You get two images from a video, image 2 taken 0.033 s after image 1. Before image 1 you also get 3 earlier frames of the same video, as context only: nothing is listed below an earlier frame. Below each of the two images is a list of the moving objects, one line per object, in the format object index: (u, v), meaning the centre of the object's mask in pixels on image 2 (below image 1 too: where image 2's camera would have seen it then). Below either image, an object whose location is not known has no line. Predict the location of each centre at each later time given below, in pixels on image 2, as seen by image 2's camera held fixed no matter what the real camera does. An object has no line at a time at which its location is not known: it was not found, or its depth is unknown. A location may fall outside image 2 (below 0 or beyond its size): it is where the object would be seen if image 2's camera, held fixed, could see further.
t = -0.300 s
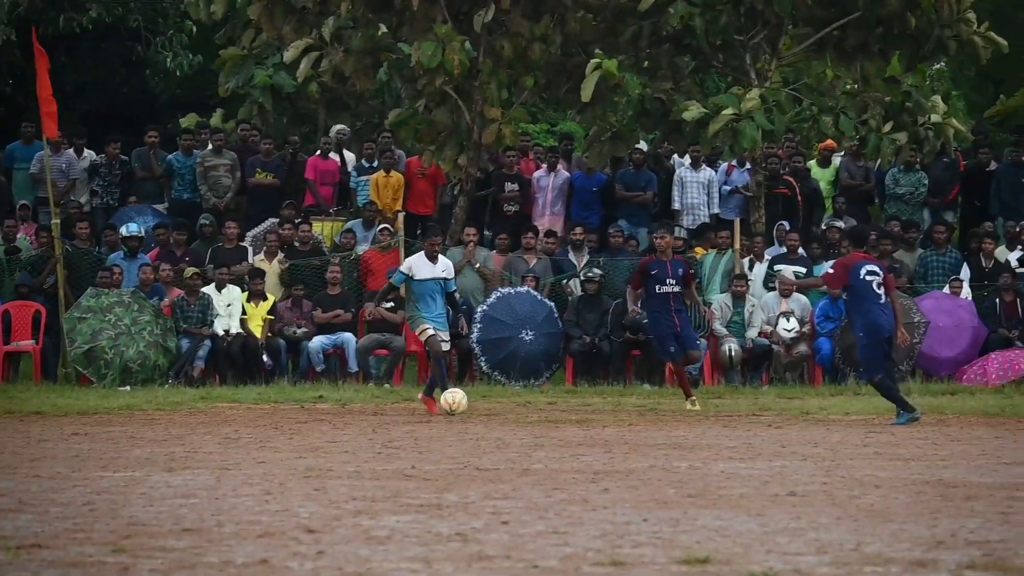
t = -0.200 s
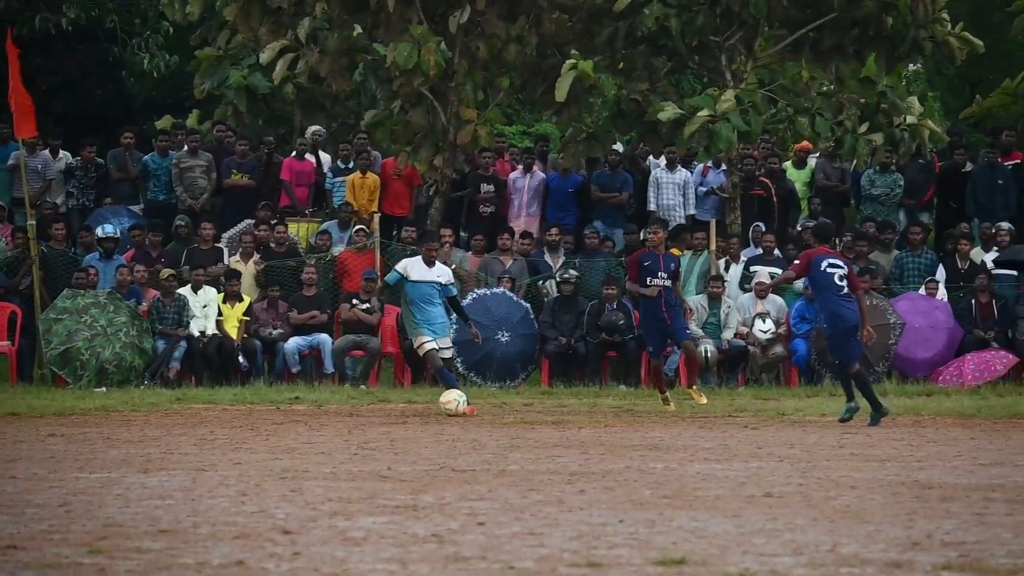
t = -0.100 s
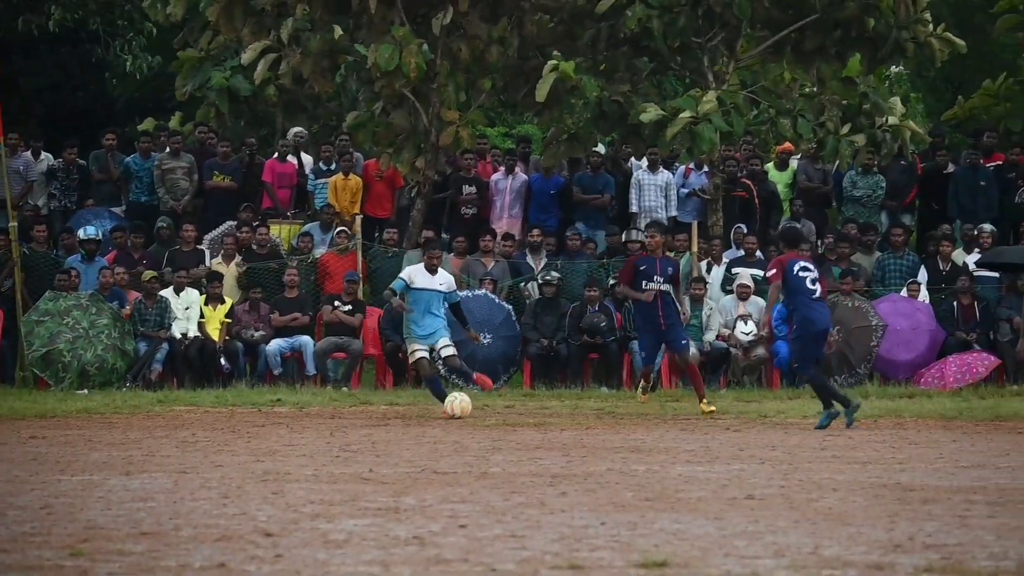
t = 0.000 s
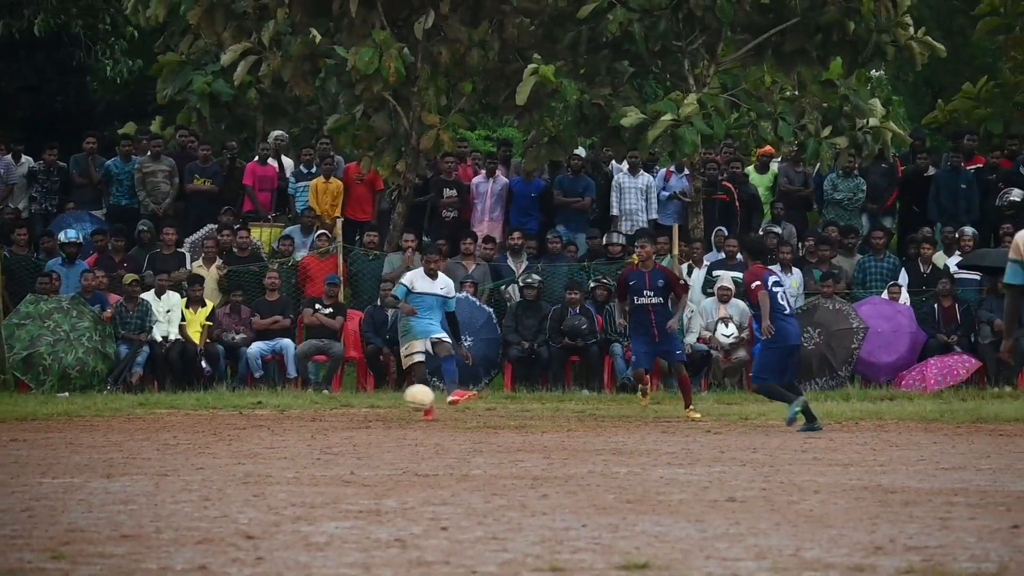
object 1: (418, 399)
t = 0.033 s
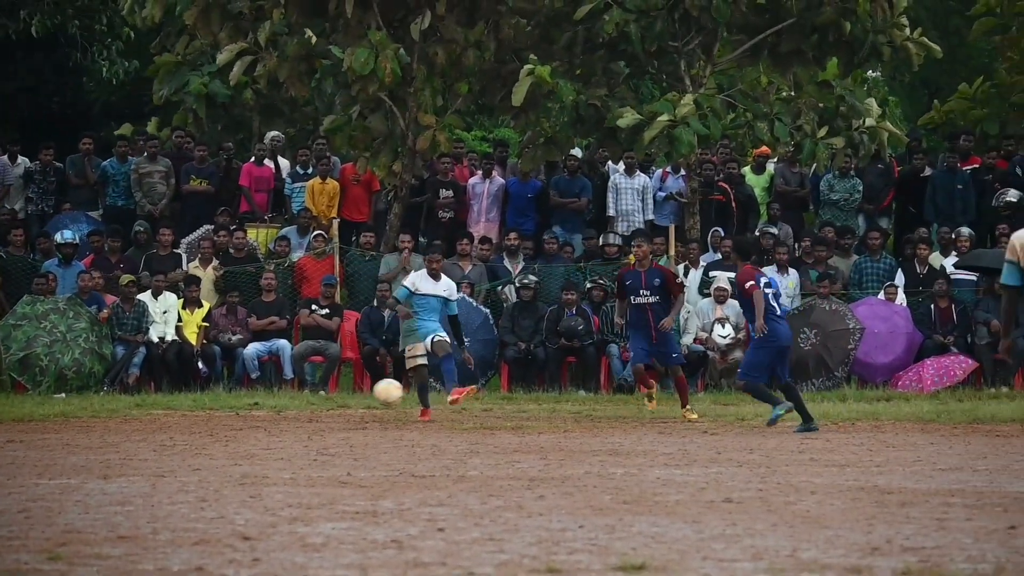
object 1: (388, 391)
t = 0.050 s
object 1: (374, 388)
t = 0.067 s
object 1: (359, 387)
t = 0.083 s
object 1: (345, 386)
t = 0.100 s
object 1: (332, 386)
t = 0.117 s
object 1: (318, 386)
